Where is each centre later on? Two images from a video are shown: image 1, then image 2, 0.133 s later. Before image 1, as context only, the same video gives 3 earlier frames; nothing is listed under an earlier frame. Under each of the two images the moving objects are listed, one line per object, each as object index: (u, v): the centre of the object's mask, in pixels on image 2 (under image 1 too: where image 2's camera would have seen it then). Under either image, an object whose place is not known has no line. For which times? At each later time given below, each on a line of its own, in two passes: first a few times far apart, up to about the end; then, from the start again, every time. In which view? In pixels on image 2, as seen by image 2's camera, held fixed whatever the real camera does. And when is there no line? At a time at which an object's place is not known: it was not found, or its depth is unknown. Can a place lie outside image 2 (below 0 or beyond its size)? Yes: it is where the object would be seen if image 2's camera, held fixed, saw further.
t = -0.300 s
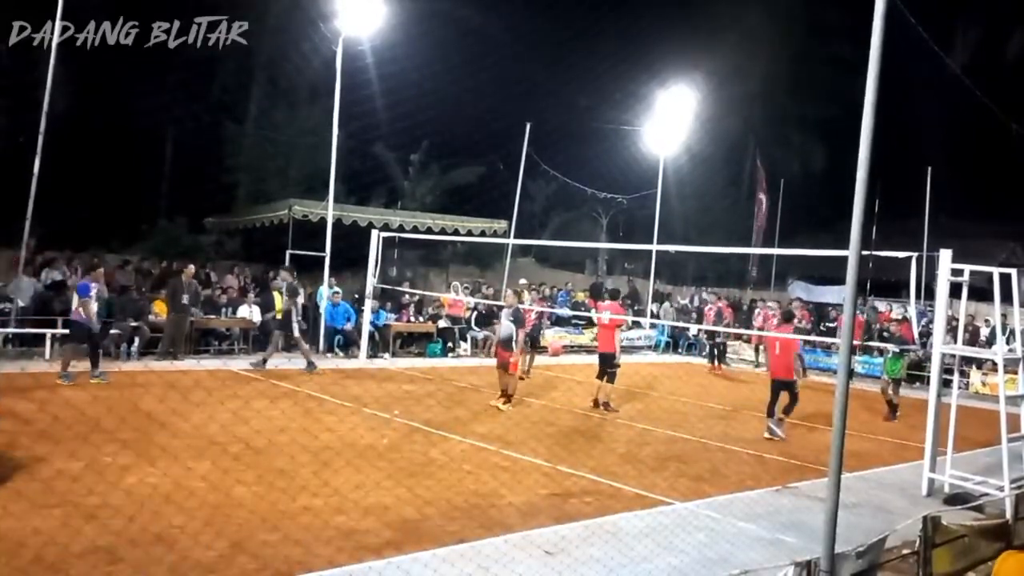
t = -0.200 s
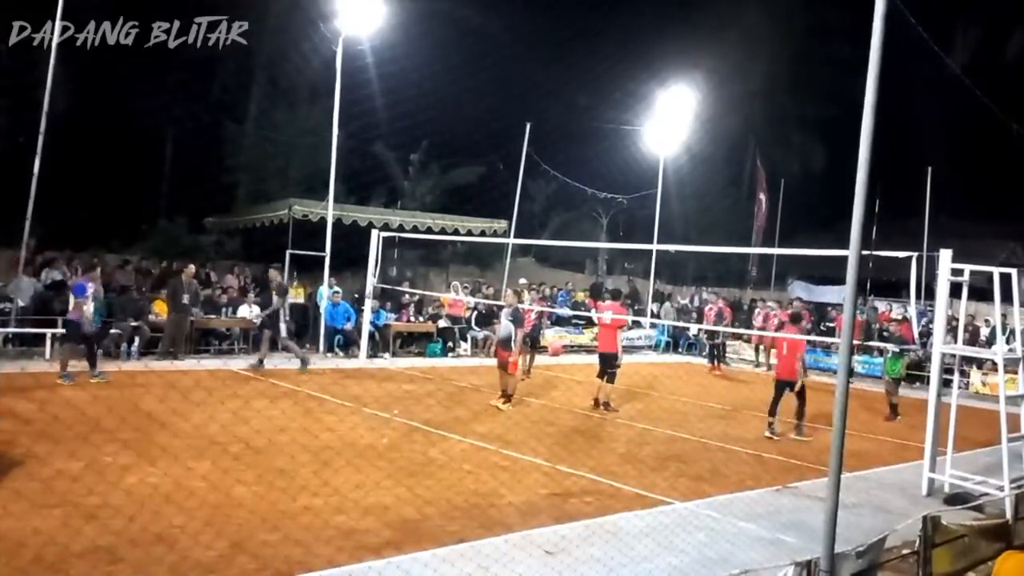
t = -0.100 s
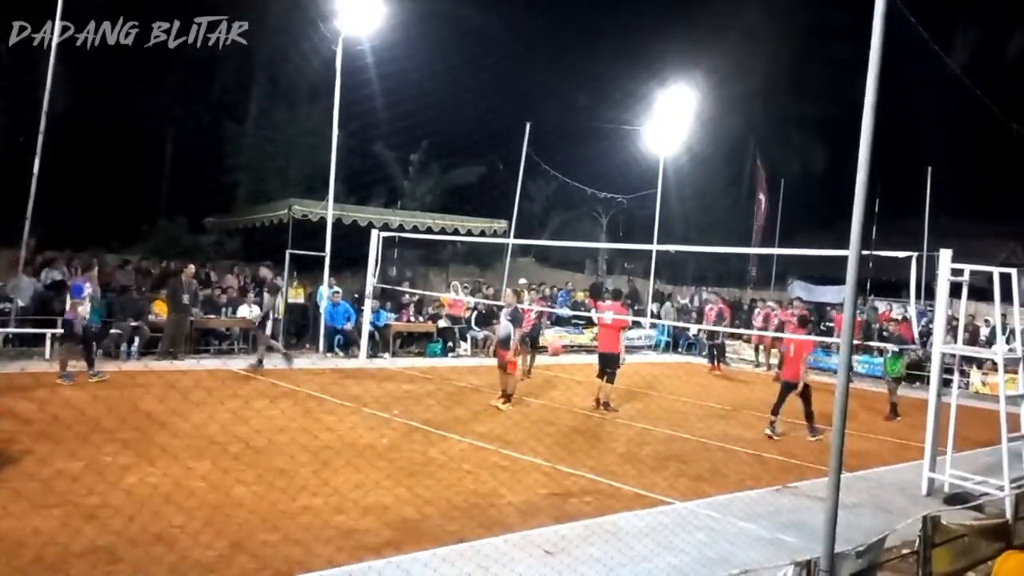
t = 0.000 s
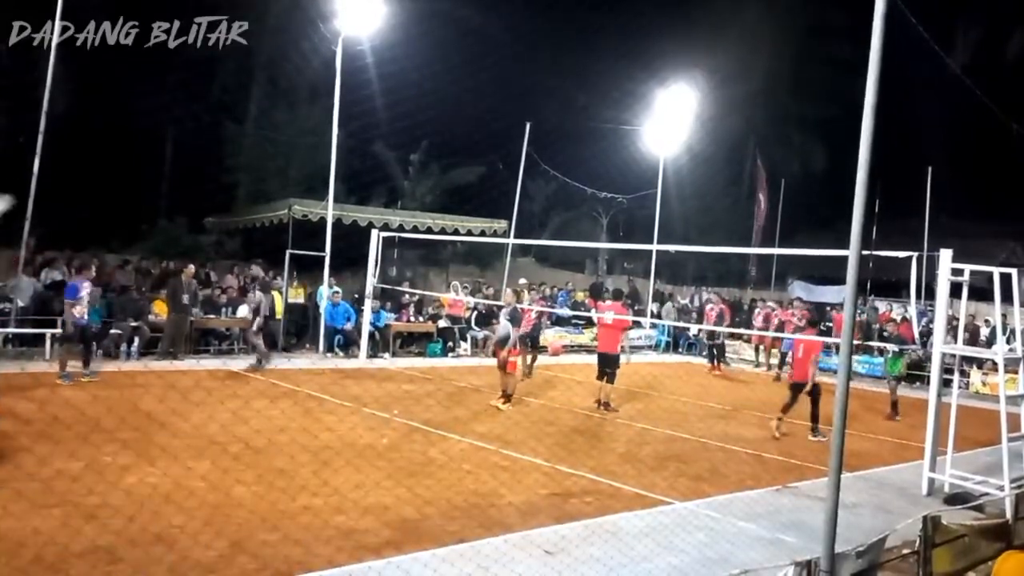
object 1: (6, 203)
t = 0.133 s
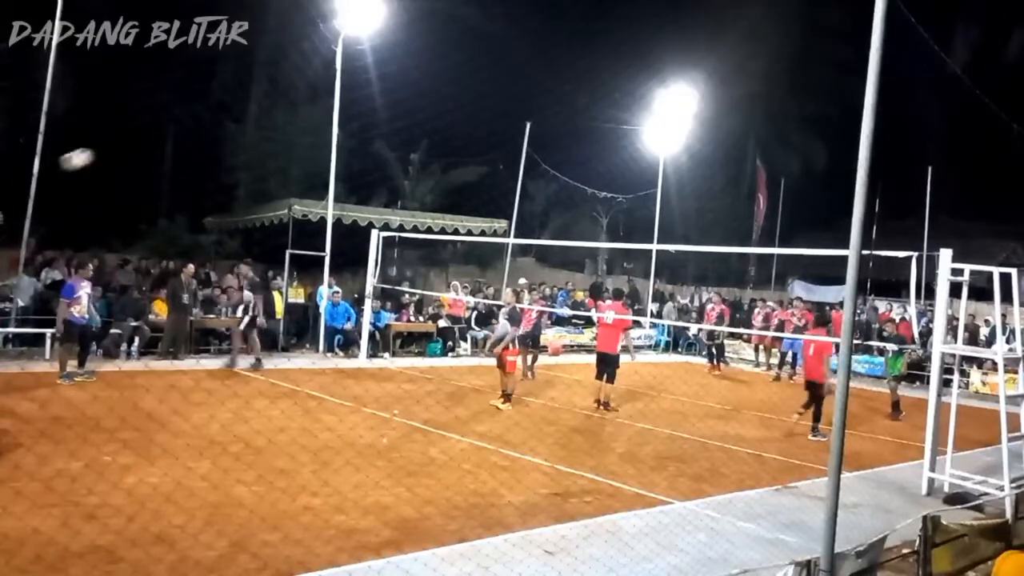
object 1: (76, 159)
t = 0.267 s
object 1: (150, 130)
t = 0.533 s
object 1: (277, 120)
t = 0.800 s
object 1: (383, 165)
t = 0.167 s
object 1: (96, 150)
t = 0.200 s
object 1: (115, 143)
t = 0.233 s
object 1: (132, 136)
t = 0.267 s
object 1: (150, 130)
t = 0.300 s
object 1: (167, 126)
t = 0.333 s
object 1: (183, 122)
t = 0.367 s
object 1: (200, 119)
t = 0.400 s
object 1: (216, 118)
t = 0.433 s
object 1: (232, 117)
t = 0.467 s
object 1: (247, 118)
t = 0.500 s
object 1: (262, 118)
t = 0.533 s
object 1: (277, 120)
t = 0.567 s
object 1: (291, 123)
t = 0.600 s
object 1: (305, 127)
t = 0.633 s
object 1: (318, 131)
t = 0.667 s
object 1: (332, 135)
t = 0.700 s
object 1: (347, 143)
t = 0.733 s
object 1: (358, 149)
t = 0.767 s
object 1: (371, 157)
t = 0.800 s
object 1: (383, 165)
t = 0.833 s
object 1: (394, 174)
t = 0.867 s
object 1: (405, 183)
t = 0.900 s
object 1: (417, 193)
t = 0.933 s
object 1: (427, 203)
